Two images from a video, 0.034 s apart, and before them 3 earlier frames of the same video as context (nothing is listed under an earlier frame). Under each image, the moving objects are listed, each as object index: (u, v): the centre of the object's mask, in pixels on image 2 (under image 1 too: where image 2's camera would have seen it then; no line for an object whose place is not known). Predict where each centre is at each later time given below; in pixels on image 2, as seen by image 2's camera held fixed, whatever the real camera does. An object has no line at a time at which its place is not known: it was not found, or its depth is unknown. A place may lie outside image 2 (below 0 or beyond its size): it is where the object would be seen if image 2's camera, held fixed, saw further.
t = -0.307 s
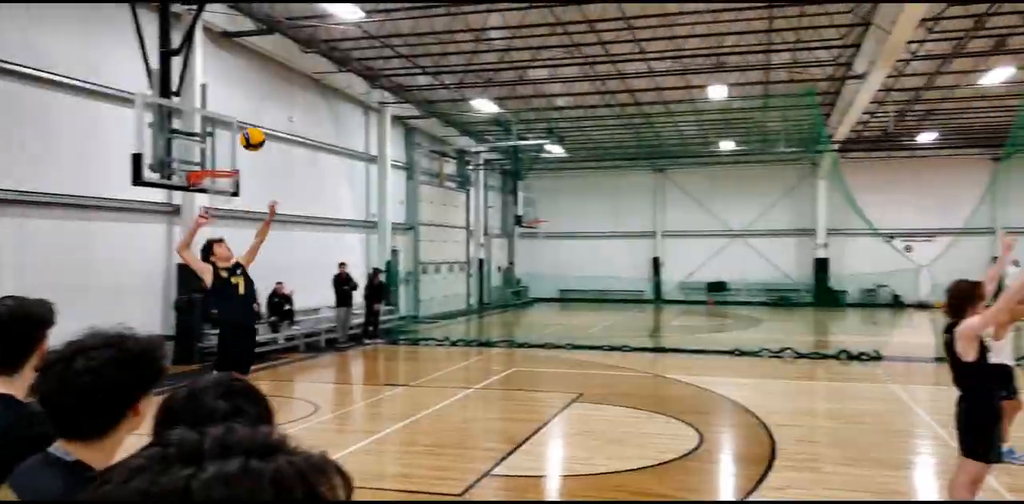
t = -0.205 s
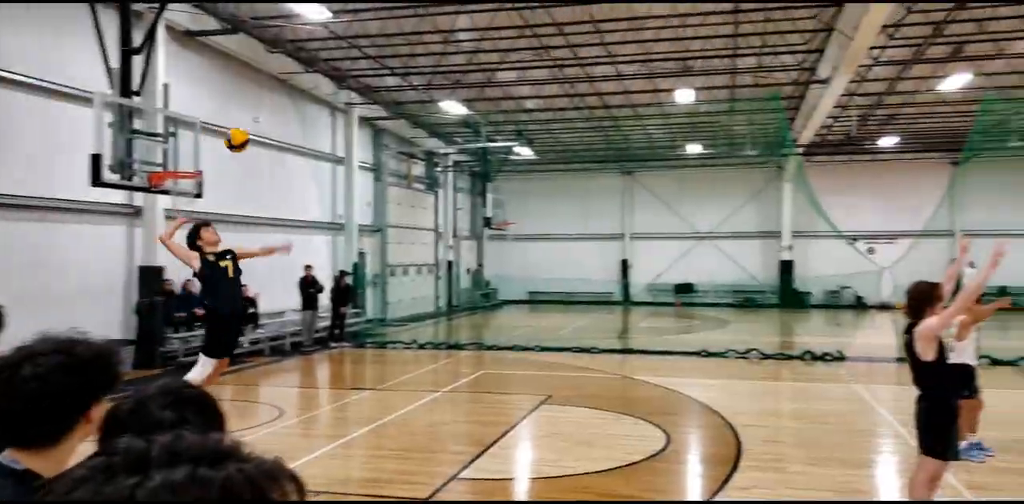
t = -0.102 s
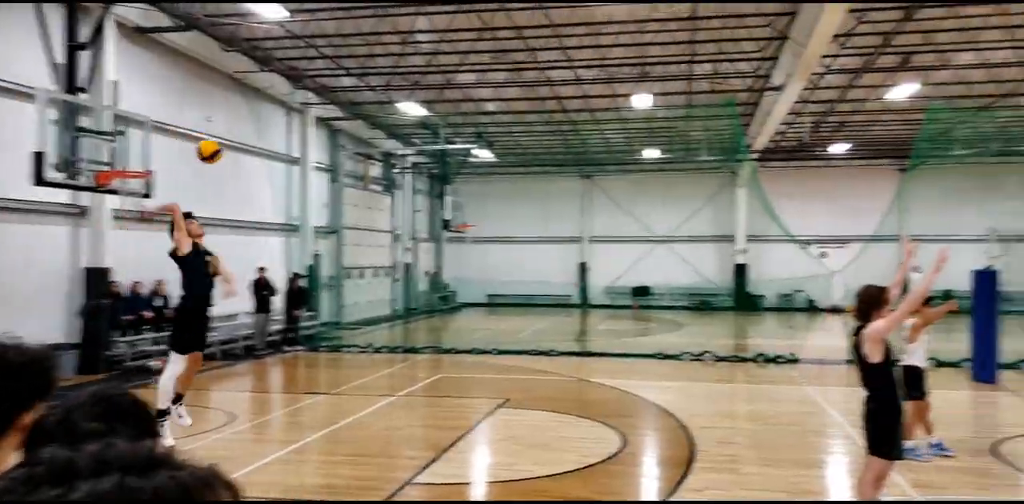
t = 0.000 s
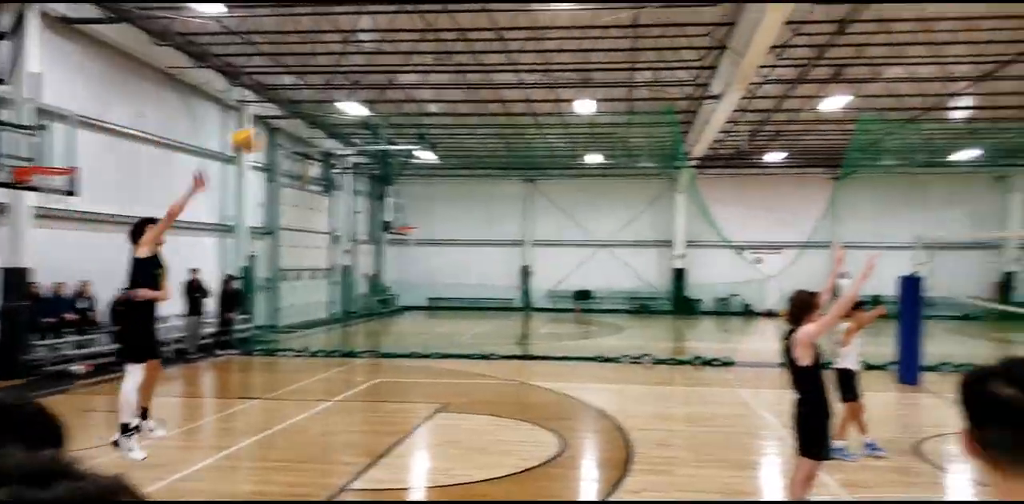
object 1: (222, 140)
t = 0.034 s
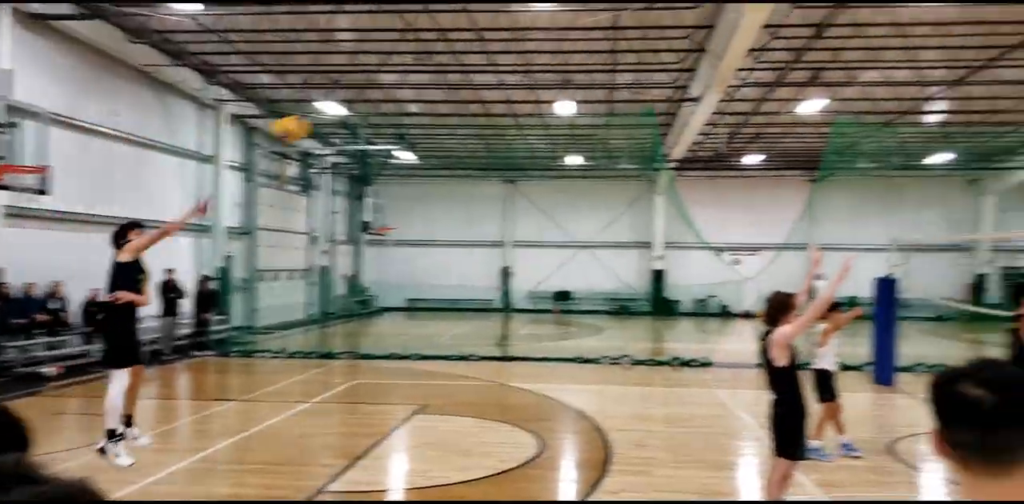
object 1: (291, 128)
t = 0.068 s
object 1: (359, 118)
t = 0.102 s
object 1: (424, 109)
